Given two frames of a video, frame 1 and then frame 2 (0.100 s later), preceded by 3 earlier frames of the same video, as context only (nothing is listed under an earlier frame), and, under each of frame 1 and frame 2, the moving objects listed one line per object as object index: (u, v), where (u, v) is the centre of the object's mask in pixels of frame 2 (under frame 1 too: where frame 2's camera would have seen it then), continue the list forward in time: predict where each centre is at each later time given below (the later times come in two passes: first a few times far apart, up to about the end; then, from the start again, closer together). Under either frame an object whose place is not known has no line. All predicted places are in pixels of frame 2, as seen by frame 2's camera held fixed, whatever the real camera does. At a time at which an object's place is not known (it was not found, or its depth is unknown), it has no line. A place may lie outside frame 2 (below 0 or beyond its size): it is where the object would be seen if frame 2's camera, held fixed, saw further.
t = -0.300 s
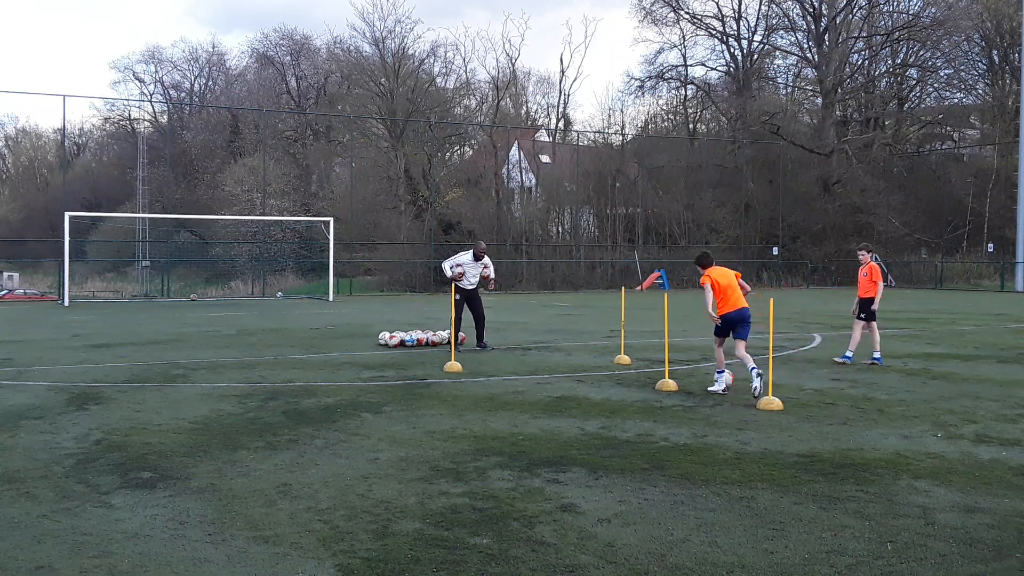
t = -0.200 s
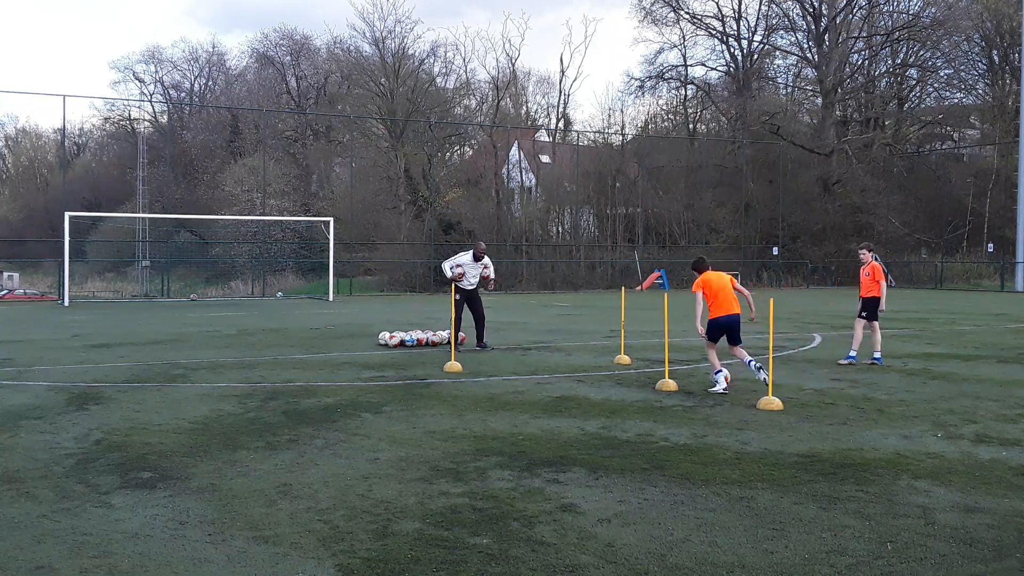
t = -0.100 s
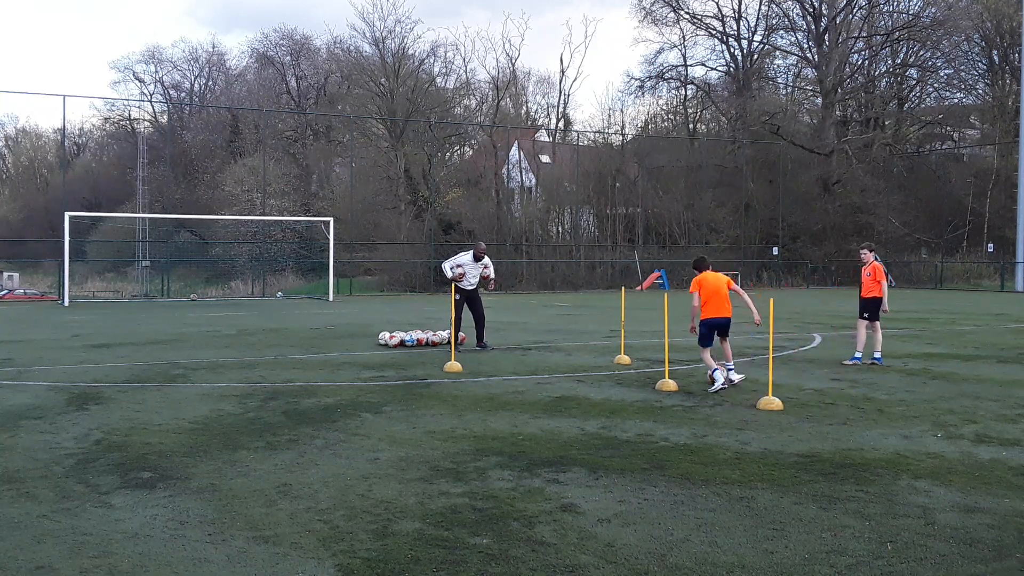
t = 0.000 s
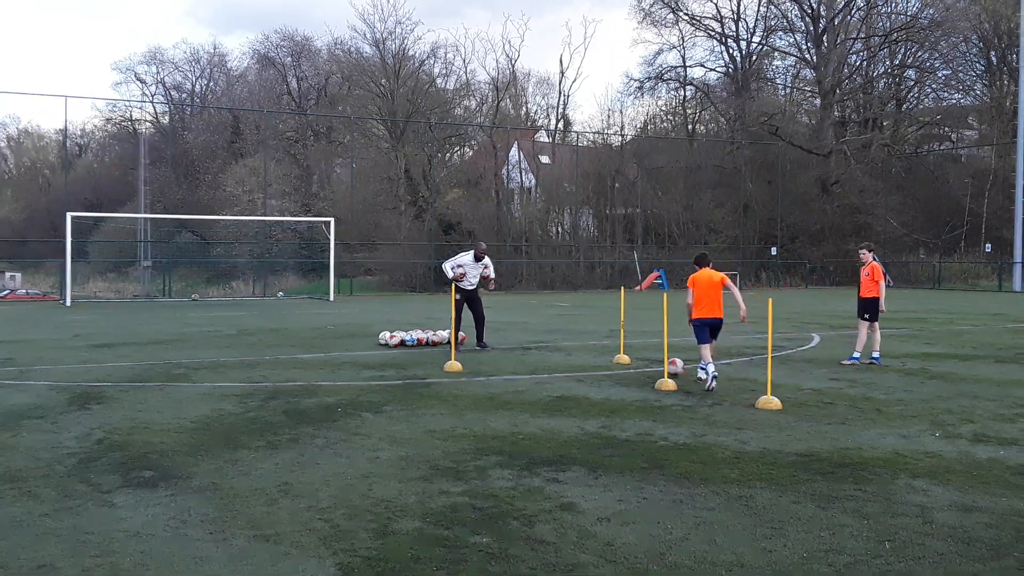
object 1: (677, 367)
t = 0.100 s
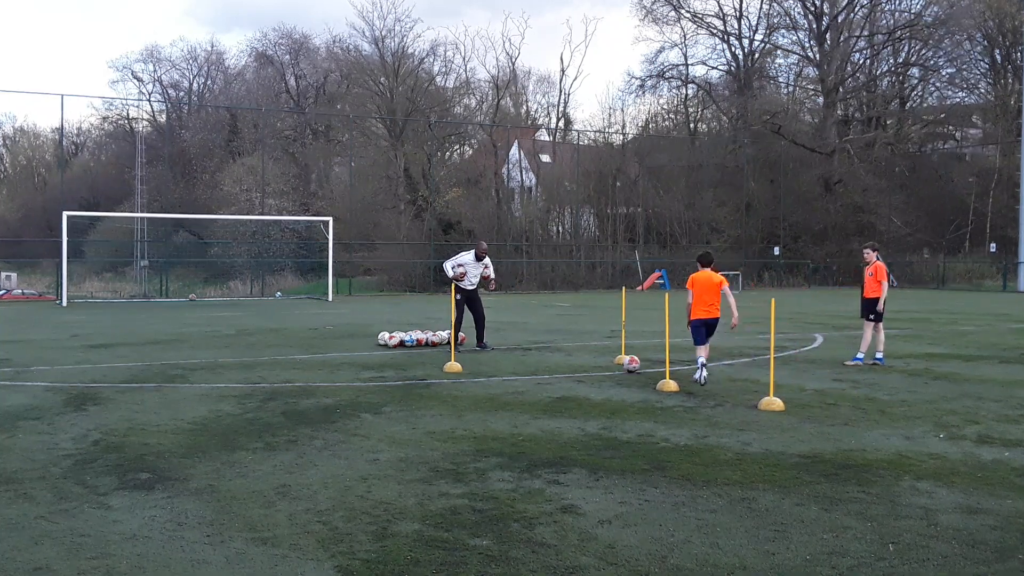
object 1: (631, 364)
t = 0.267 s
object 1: (572, 356)
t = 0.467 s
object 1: (520, 348)
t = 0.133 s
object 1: (618, 362)
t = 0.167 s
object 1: (605, 360)
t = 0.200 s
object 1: (593, 359)
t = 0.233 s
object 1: (582, 357)
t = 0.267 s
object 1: (572, 356)
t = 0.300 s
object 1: (562, 354)
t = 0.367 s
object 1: (543, 352)
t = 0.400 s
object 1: (535, 350)
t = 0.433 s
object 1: (527, 349)
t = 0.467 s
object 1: (520, 348)
